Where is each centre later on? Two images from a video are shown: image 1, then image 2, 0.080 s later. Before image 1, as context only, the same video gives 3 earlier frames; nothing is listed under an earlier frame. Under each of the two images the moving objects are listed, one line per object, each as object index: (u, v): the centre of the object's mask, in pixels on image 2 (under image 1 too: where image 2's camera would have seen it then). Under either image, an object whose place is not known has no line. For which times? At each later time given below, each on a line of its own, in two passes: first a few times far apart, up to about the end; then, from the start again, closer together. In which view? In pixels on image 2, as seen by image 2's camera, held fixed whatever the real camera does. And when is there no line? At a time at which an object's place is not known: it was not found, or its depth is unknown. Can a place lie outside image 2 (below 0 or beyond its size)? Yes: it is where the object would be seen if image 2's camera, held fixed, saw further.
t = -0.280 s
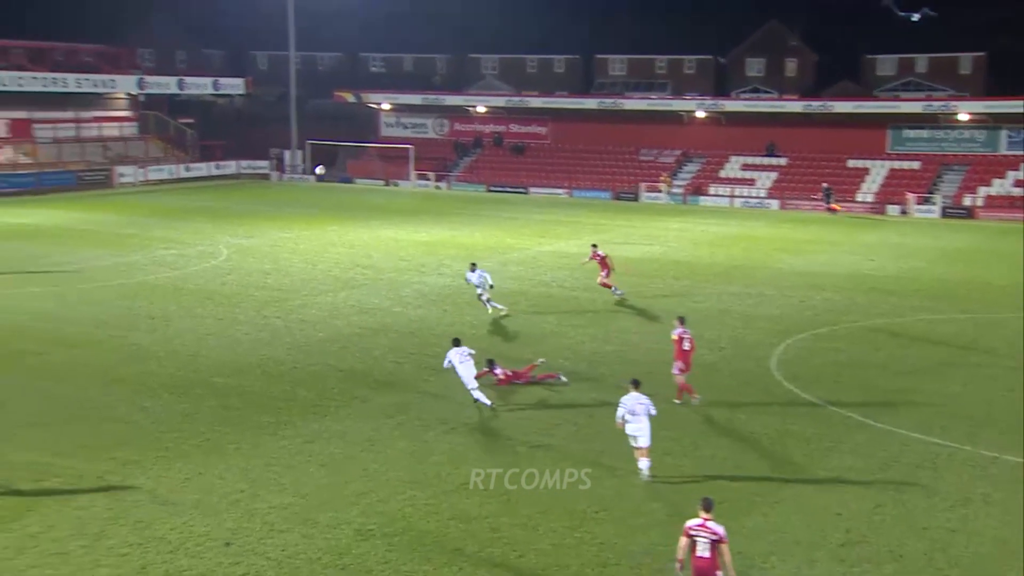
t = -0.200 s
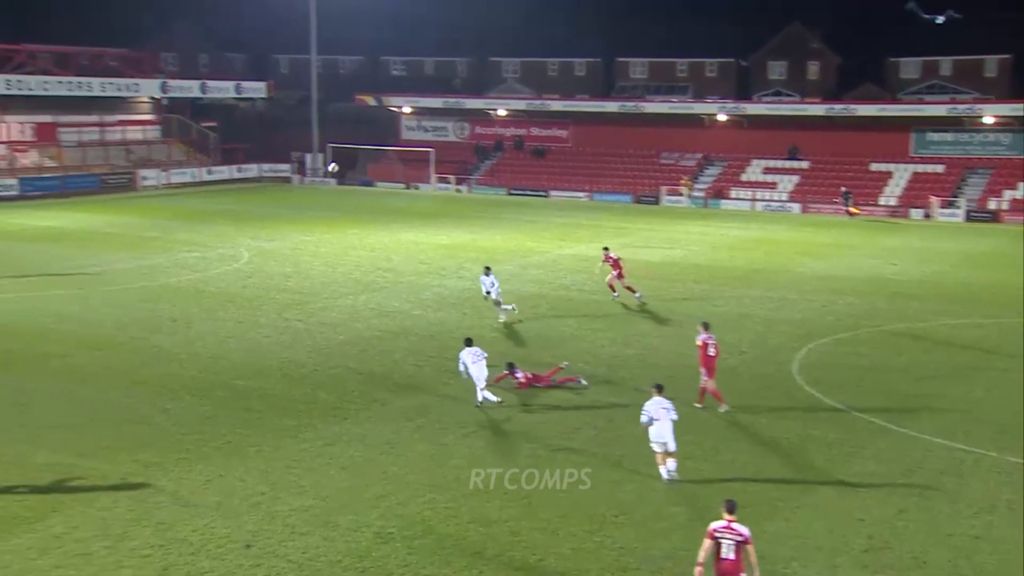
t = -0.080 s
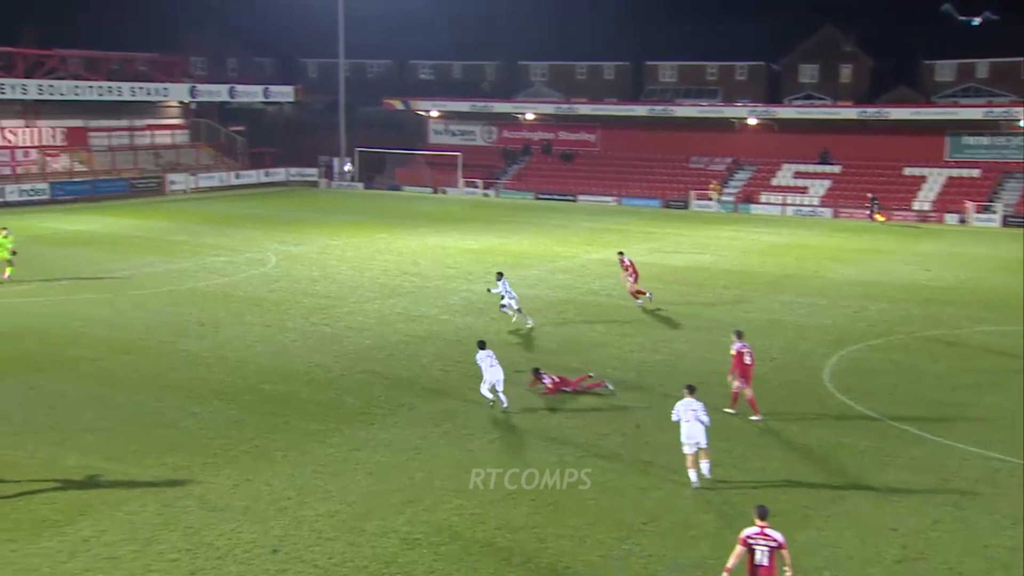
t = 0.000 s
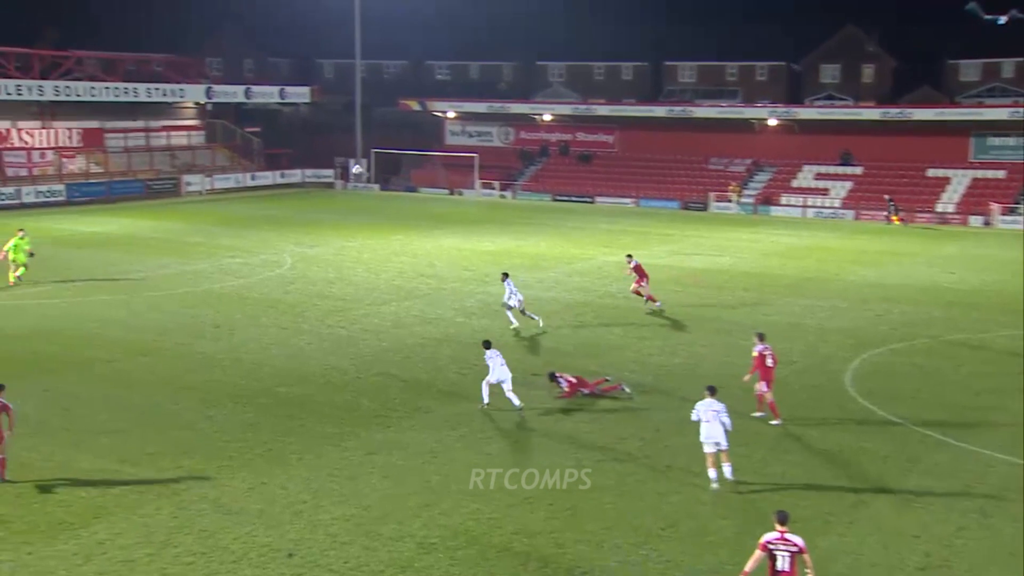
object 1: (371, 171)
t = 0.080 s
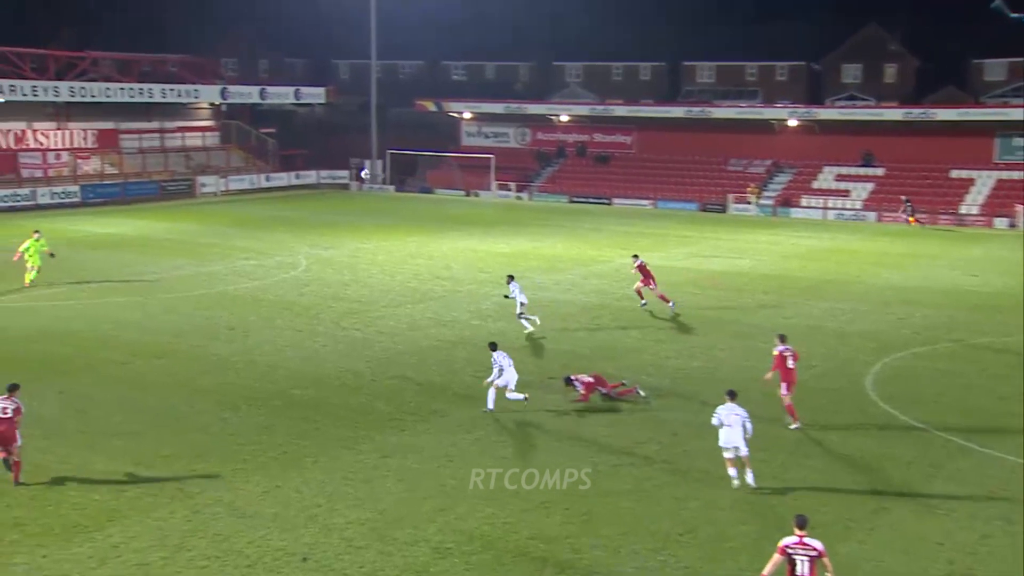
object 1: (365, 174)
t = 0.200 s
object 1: (357, 183)
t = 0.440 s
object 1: (341, 217)
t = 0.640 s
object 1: (329, 260)
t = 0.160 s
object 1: (360, 179)
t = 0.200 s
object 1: (357, 183)
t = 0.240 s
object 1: (355, 186)
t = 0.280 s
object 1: (352, 192)
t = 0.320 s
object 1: (350, 197)
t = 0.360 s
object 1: (347, 204)
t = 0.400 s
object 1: (345, 210)
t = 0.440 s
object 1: (341, 217)
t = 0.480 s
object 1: (339, 225)
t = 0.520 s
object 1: (337, 233)
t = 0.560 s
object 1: (334, 242)
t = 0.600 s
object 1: (332, 251)
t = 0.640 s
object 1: (329, 260)
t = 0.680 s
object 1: (327, 270)
